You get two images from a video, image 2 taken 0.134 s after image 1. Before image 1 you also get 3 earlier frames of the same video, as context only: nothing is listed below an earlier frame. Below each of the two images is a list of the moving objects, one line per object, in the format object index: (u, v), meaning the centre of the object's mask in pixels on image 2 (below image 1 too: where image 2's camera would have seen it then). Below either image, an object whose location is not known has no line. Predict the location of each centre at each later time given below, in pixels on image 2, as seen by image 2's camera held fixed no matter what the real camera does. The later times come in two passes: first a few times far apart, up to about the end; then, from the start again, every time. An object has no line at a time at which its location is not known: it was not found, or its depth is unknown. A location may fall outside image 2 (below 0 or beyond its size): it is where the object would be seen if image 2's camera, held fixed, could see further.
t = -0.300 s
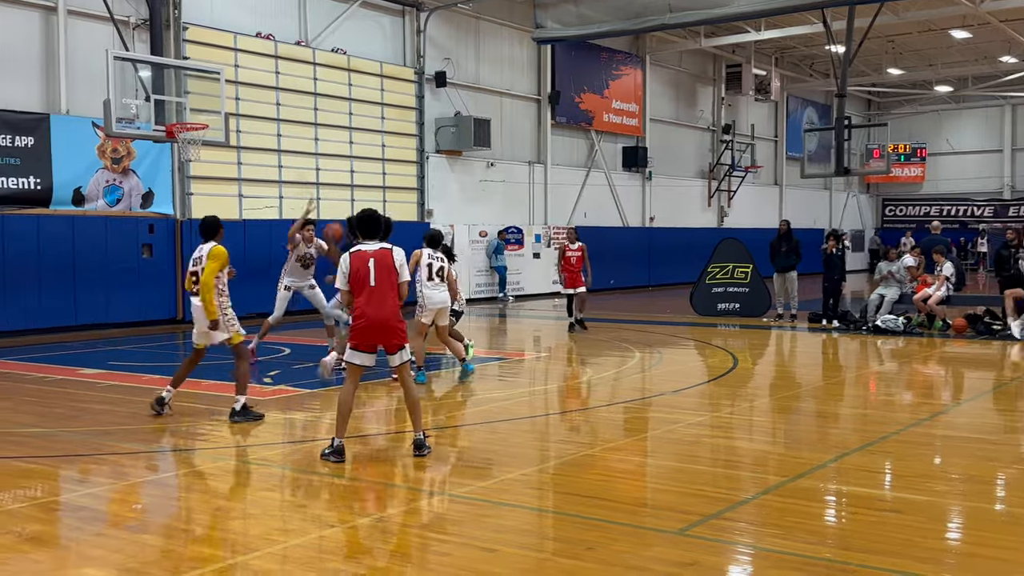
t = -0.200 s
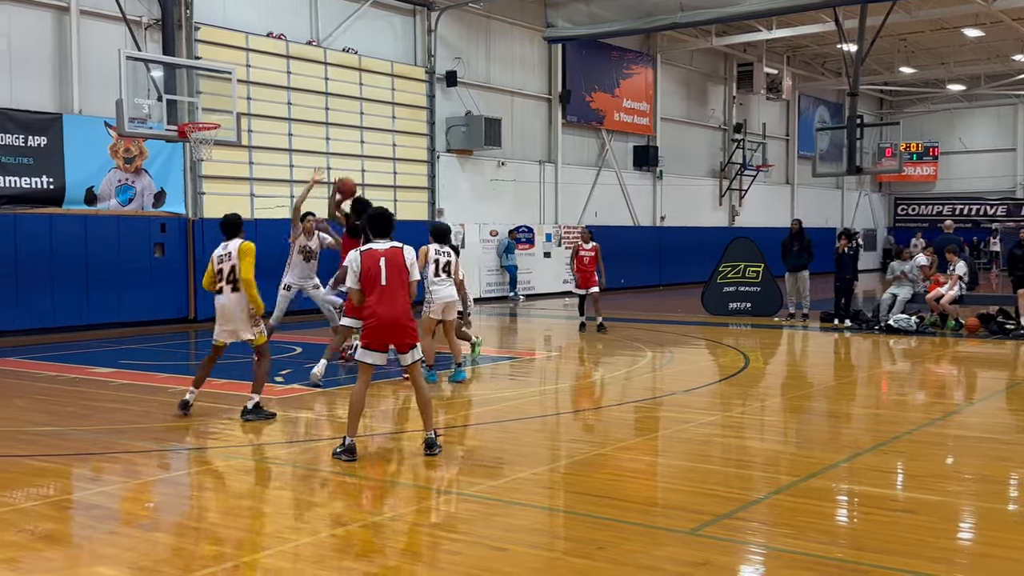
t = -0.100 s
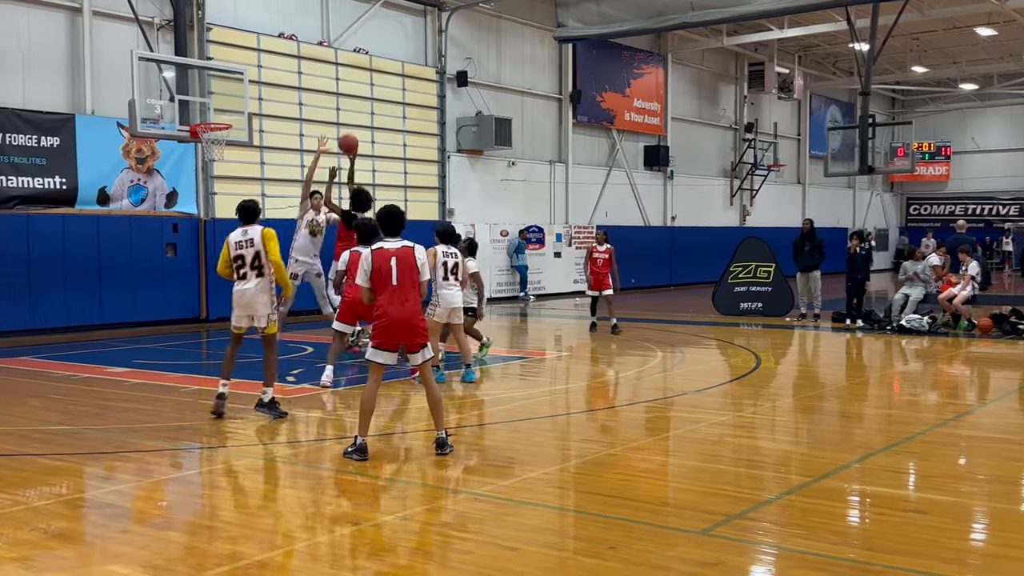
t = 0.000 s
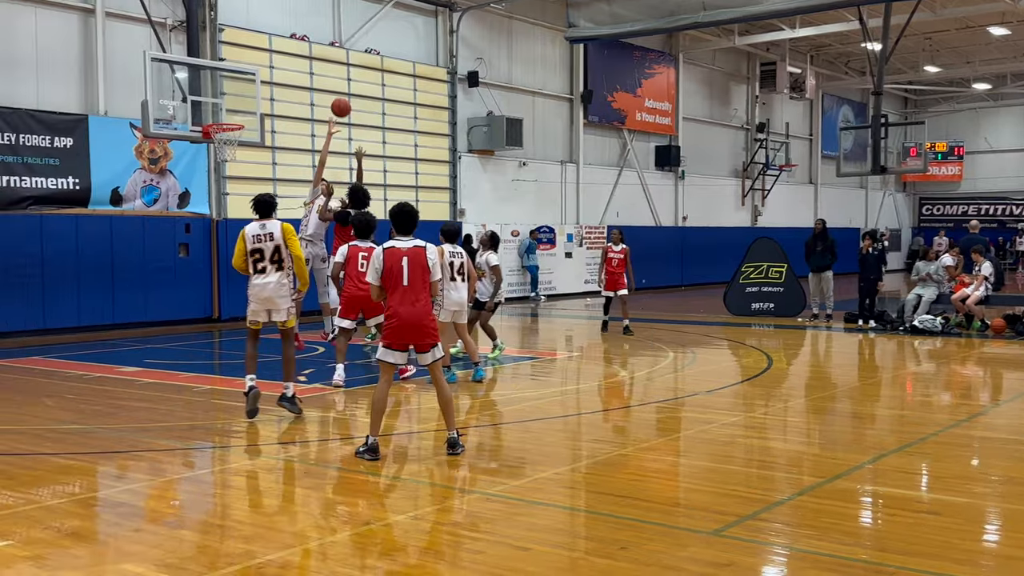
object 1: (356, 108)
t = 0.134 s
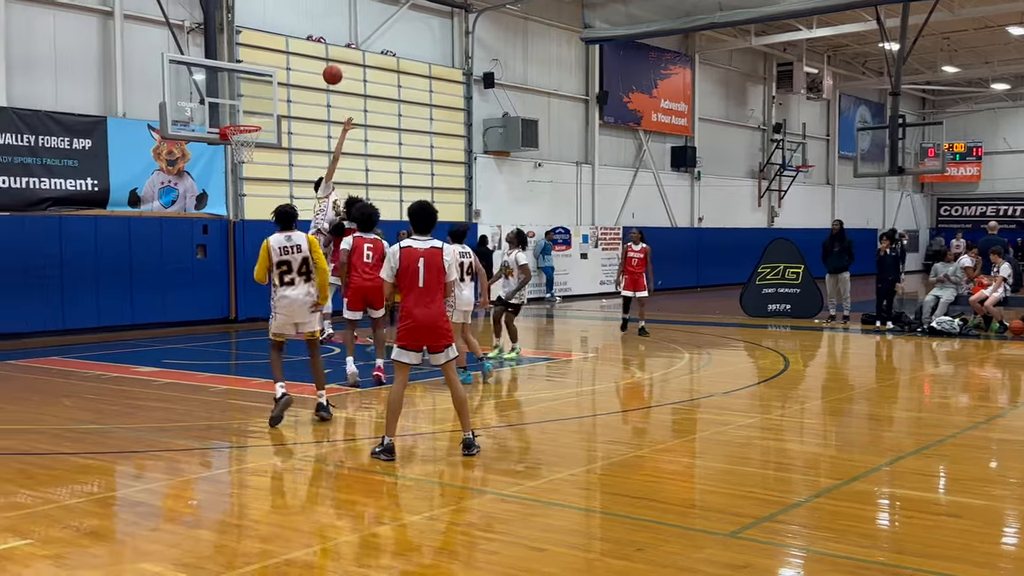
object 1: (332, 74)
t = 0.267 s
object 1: (310, 57)
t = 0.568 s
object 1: (265, 68)
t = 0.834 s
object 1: (236, 120)
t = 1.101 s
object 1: (271, 122)
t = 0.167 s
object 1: (327, 69)
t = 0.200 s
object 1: (321, 64)
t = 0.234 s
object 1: (316, 59)
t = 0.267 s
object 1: (310, 57)
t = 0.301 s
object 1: (305, 54)
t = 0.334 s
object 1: (299, 53)
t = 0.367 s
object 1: (294, 52)
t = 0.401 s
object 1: (290, 53)
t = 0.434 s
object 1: (284, 54)
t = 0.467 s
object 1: (280, 56)
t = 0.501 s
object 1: (275, 60)
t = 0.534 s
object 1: (270, 63)
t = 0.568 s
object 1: (265, 68)
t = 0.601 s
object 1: (261, 73)
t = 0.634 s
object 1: (256, 80)
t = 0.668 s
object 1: (251, 86)
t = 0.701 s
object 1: (247, 94)
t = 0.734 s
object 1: (243, 102)
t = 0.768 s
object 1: (237, 111)
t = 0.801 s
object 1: (233, 120)
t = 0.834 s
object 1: (236, 120)
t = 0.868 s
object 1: (241, 118)
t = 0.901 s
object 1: (245, 116)
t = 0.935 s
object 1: (250, 115)
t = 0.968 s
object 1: (254, 115)
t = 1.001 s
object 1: (258, 115)
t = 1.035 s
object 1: (263, 117)
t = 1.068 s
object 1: (267, 119)
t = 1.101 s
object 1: (271, 122)
